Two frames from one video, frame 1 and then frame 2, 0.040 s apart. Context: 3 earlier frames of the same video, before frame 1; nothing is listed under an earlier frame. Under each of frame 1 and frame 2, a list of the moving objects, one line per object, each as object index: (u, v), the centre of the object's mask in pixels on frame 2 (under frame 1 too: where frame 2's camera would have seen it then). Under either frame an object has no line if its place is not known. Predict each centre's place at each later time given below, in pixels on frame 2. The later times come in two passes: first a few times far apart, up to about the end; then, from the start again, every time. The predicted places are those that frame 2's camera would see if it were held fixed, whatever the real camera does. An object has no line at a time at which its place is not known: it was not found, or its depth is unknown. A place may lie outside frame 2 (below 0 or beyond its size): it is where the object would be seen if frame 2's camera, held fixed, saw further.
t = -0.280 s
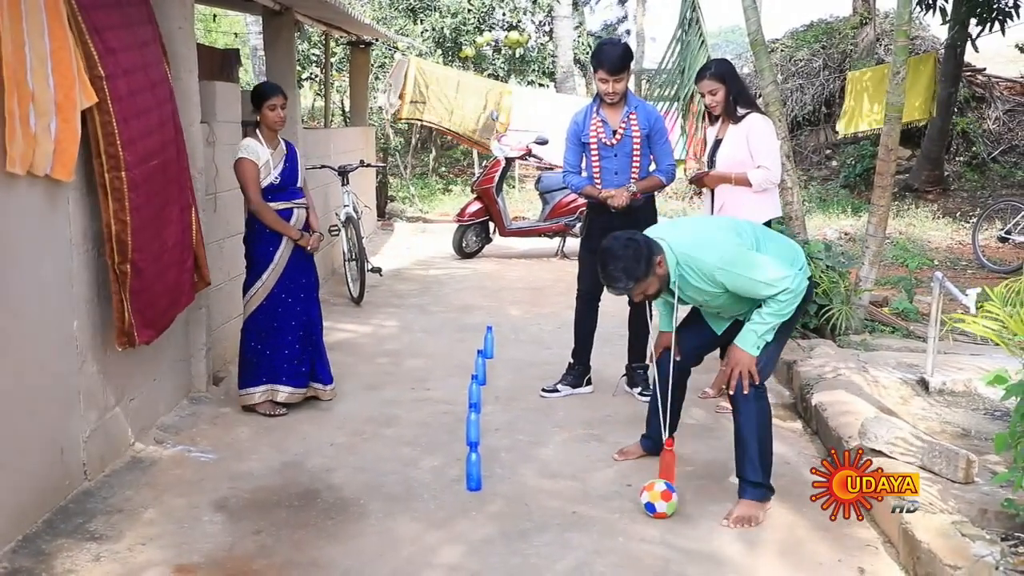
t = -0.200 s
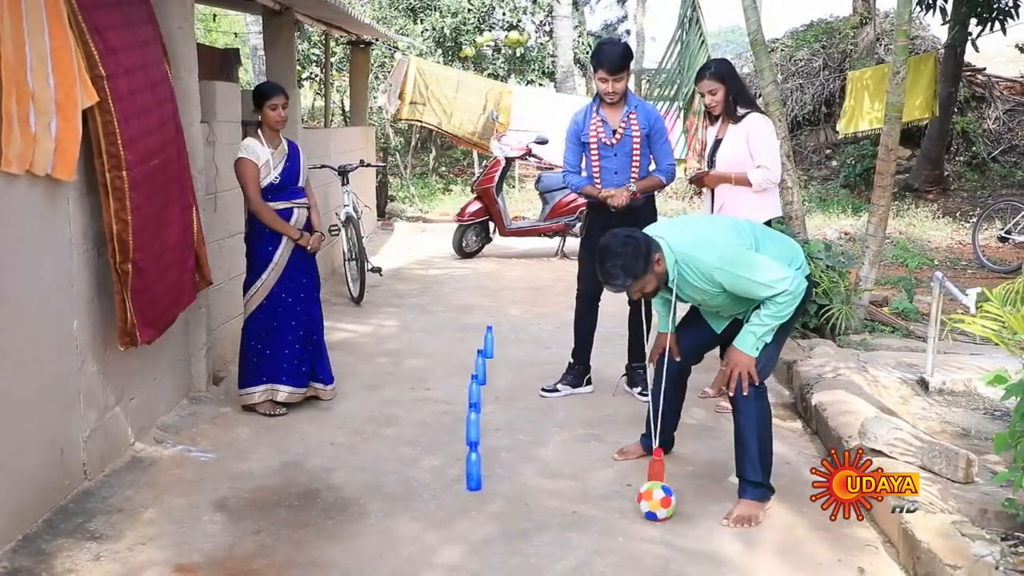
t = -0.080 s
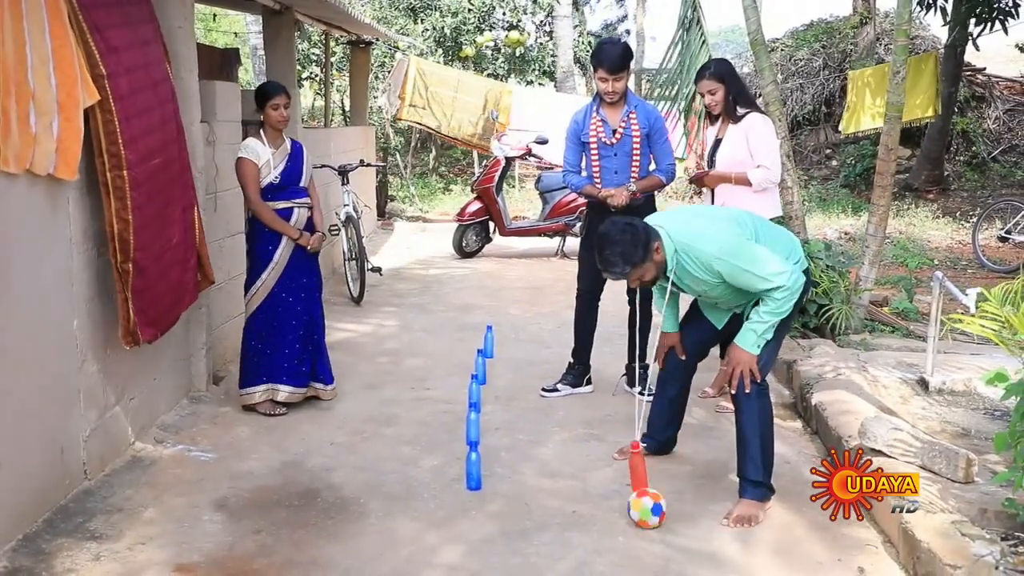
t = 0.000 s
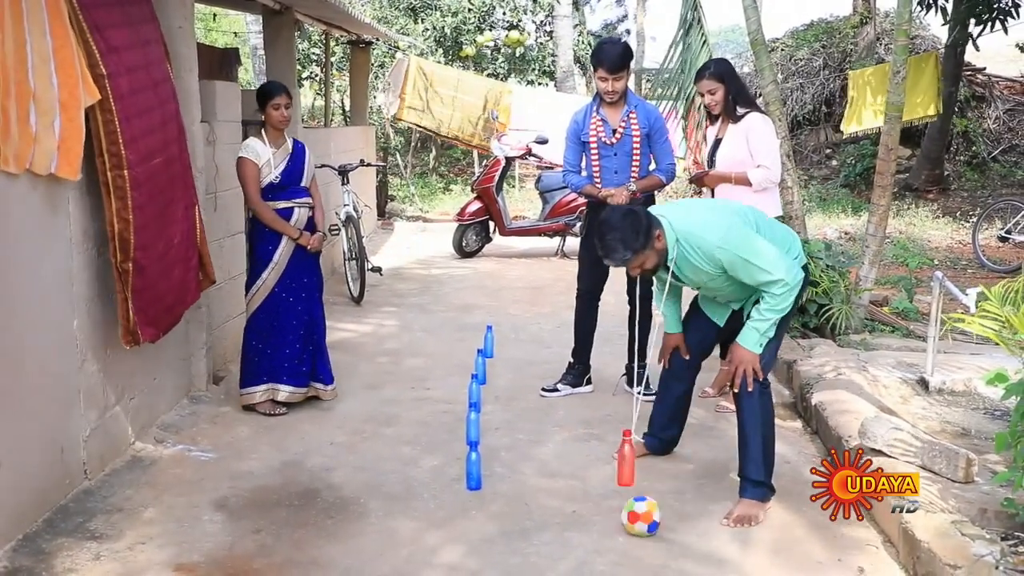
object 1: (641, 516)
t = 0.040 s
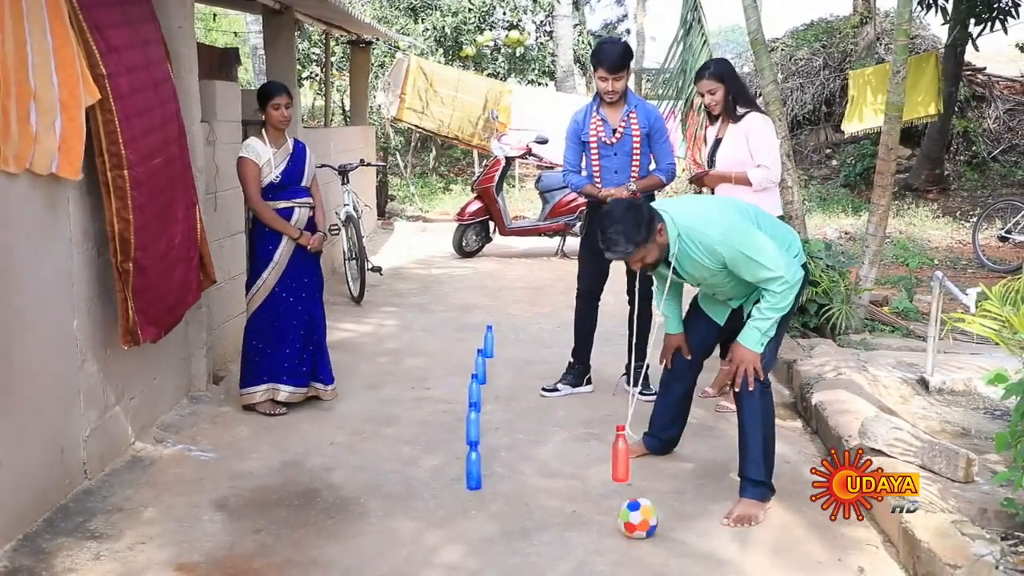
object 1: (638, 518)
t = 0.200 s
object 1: (625, 530)
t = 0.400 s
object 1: (602, 545)
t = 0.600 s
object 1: (573, 557)
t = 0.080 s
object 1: (635, 521)
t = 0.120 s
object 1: (632, 523)
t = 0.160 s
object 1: (629, 527)
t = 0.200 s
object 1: (625, 530)
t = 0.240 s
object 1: (621, 533)
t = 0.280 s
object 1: (617, 535)
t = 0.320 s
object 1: (612, 539)
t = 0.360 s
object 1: (607, 543)
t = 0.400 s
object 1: (602, 545)
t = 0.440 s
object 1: (596, 548)
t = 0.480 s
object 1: (591, 549)
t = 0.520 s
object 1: (585, 551)
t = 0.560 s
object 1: (579, 554)
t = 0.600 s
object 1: (573, 557)
